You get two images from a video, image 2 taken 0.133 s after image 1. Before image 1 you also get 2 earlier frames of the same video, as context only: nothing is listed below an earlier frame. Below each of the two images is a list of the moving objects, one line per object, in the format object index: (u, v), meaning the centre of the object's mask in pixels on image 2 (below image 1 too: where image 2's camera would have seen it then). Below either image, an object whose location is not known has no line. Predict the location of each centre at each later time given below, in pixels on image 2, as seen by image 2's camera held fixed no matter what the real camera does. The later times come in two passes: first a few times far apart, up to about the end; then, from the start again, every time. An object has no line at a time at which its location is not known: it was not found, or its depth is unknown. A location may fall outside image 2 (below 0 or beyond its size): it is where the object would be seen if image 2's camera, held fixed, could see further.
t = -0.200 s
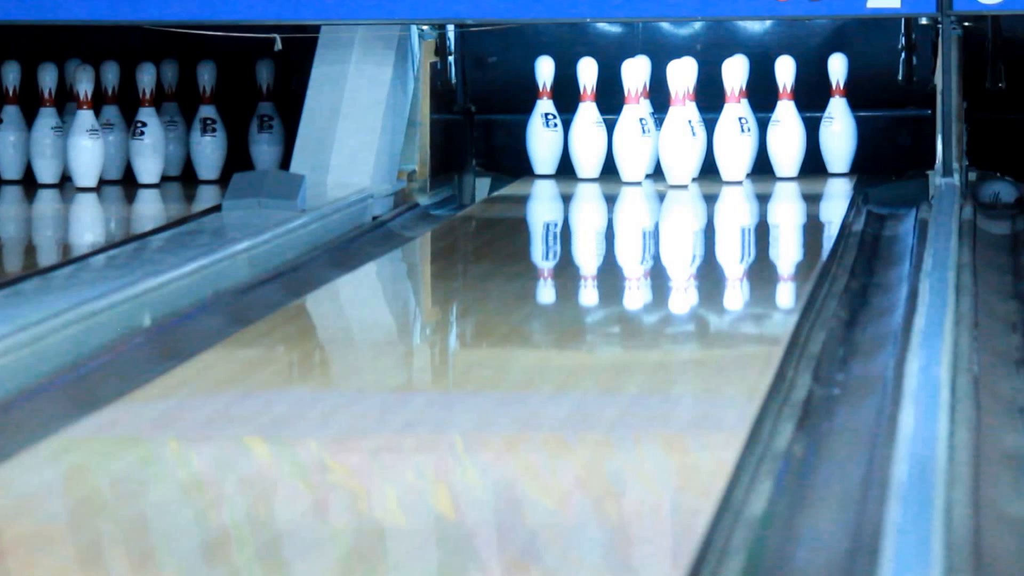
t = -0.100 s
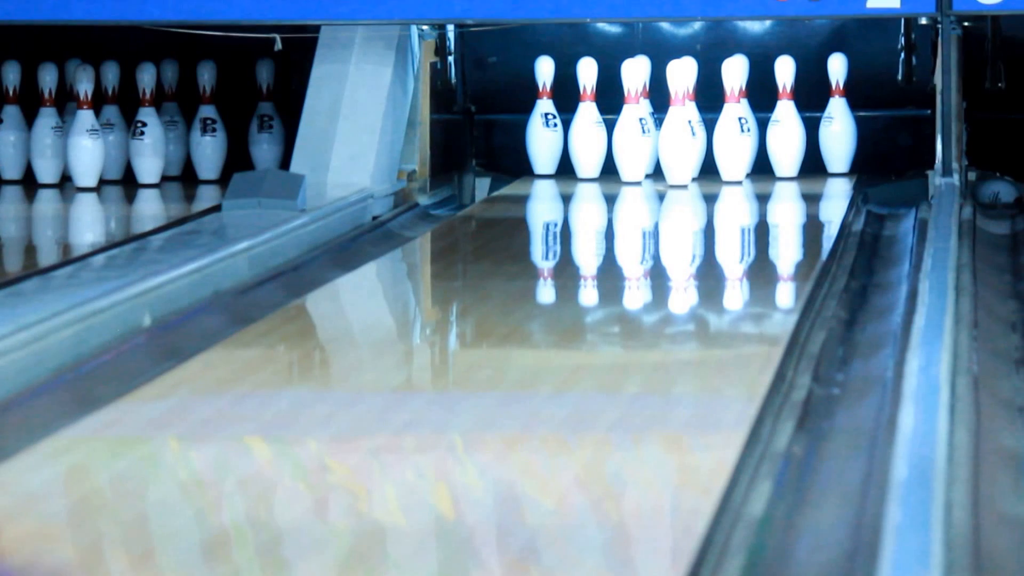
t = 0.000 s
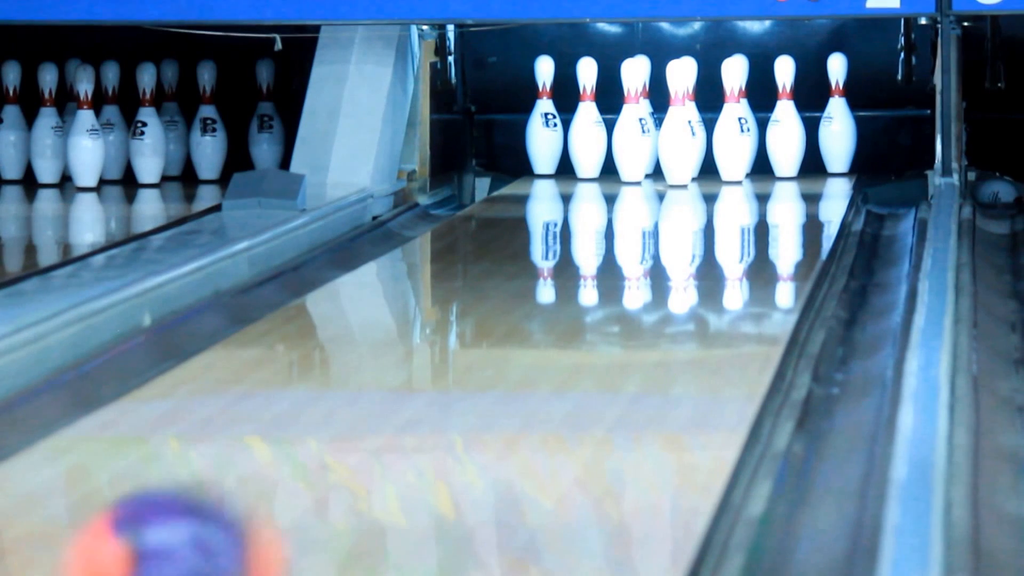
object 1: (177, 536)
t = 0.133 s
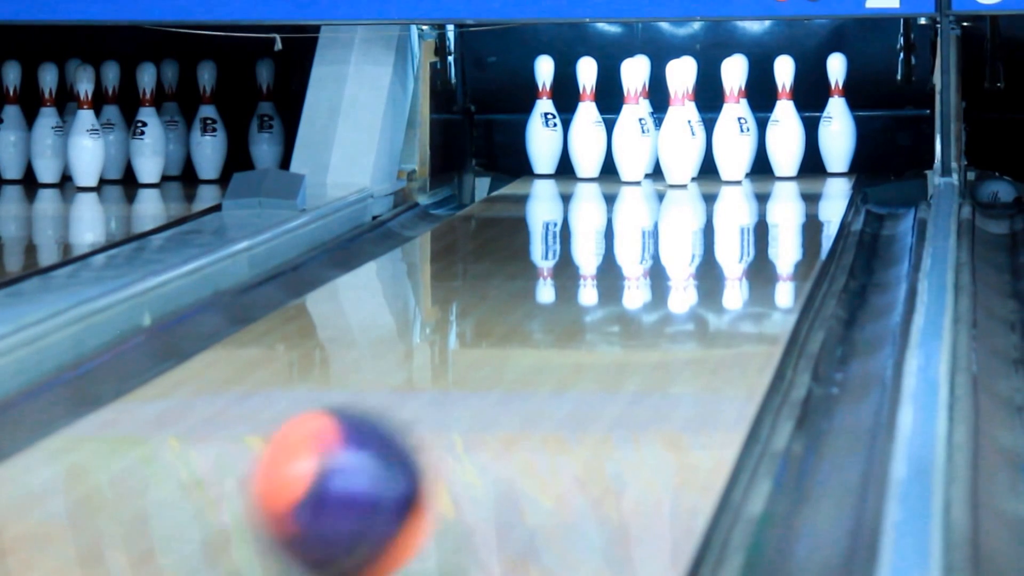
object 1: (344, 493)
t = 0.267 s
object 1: (465, 425)
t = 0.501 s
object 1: (610, 338)
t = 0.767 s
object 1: (714, 269)
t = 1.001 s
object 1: (759, 228)
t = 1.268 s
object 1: (768, 195)
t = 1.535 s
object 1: (736, 168)
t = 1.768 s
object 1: (714, 150)
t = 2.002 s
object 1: (738, 141)
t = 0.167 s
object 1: (378, 475)
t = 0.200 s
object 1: (408, 459)
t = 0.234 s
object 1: (438, 441)
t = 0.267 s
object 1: (465, 425)
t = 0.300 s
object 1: (492, 410)
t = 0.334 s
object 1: (514, 396)
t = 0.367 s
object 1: (537, 384)
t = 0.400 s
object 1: (557, 371)
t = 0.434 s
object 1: (577, 359)
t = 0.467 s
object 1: (595, 348)
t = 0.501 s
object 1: (610, 338)
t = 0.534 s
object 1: (627, 328)
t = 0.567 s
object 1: (643, 320)
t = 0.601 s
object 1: (657, 311)
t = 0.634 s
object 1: (669, 301)
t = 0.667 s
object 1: (681, 294)
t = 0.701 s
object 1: (694, 284)
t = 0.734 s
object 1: (703, 277)
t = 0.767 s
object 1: (714, 269)
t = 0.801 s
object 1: (723, 261)
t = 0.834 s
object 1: (730, 255)
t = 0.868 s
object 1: (737, 248)
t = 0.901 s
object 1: (743, 244)
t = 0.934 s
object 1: (749, 238)
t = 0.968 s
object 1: (754, 233)
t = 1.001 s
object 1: (759, 228)
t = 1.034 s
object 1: (763, 223)
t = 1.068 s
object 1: (765, 219)
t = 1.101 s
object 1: (768, 214)
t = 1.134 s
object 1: (769, 210)
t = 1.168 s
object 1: (770, 207)
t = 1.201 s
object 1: (770, 203)
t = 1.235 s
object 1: (769, 199)
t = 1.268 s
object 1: (768, 195)
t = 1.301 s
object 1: (766, 192)
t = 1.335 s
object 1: (764, 188)
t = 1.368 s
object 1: (761, 184)
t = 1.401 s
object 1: (756, 180)
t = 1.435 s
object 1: (752, 177)
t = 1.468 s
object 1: (747, 174)
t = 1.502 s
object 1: (742, 171)
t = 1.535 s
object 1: (736, 168)
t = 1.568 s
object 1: (731, 165)
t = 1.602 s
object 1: (726, 162)
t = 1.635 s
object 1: (721, 159)
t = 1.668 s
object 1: (717, 157)
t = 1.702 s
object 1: (712, 154)
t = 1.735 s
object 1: (710, 152)
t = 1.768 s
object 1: (714, 150)
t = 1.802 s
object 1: (716, 149)
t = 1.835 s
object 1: (716, 147)
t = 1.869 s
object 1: (718, 146)
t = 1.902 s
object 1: (722, 145)
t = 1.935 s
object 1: (728, 143)
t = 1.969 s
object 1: (733, 143)
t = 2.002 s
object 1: (738, 141)
